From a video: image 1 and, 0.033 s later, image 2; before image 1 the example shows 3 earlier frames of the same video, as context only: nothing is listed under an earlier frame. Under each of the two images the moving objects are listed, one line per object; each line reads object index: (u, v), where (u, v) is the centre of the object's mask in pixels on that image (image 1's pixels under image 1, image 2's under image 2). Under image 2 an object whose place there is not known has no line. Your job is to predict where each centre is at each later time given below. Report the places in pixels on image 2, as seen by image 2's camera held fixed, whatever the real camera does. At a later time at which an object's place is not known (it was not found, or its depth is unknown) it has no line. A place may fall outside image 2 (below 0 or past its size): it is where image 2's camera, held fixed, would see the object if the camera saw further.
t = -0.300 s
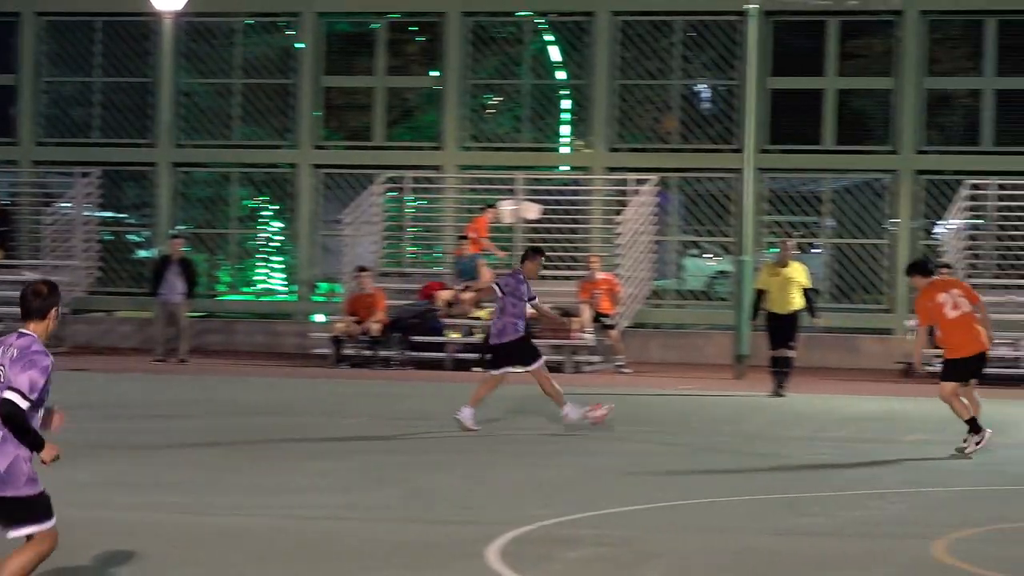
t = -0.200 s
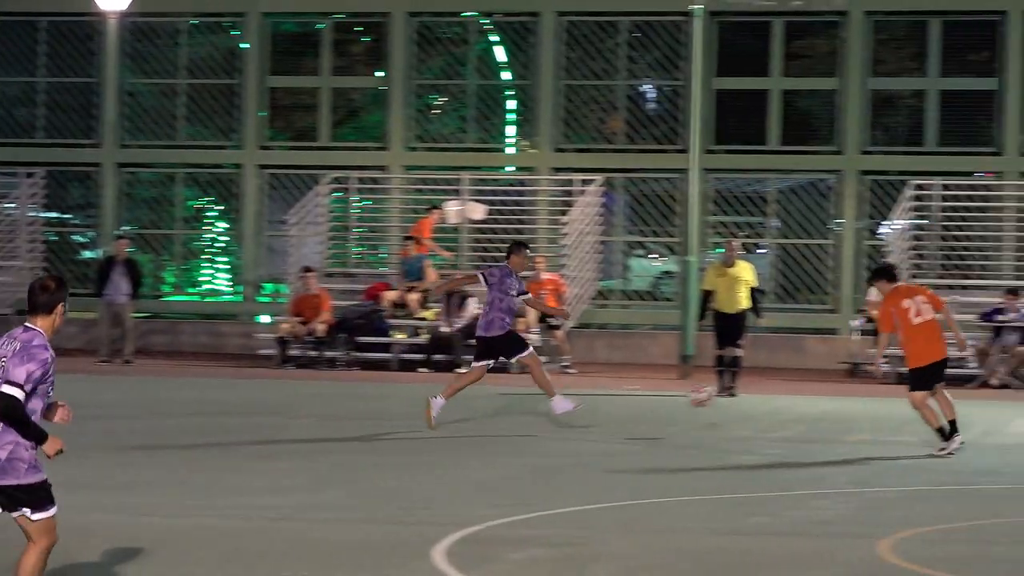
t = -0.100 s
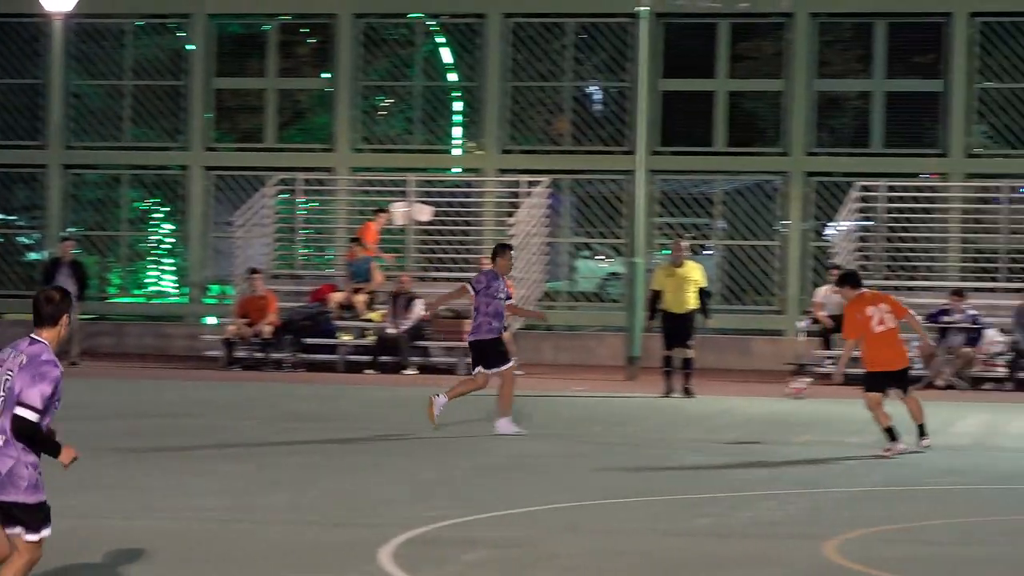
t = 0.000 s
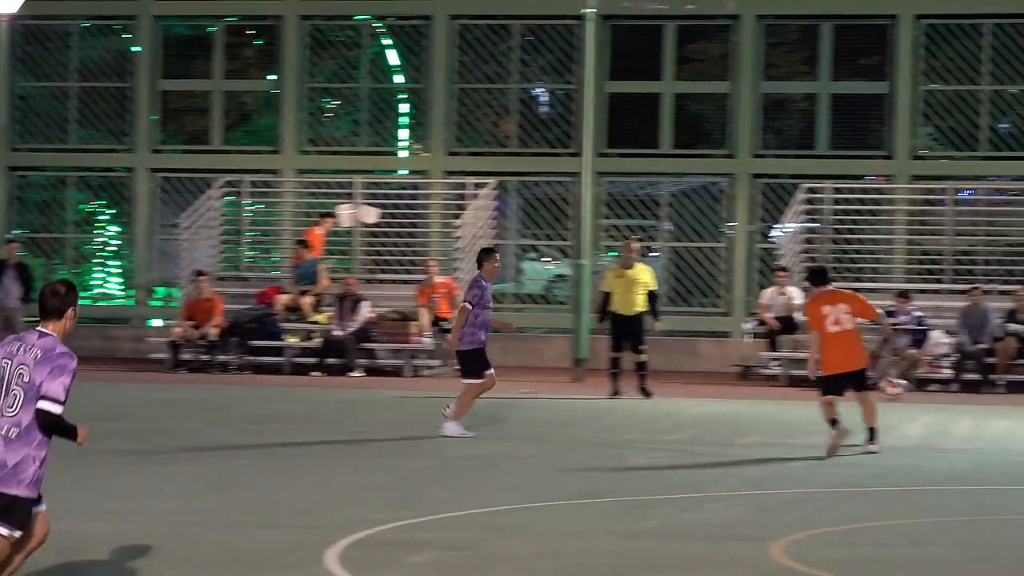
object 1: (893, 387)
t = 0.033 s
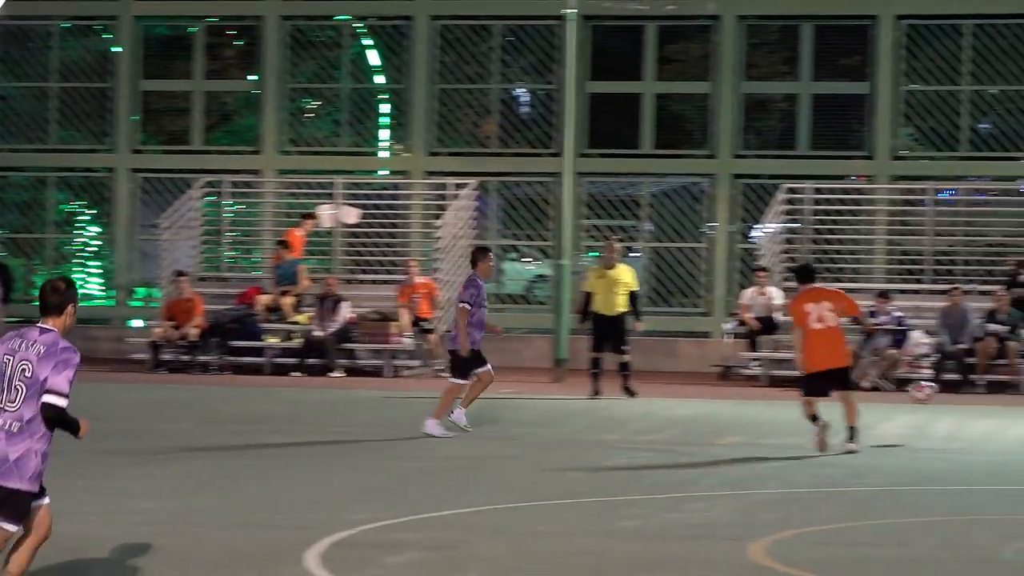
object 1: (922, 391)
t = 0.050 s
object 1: (945, 391)
